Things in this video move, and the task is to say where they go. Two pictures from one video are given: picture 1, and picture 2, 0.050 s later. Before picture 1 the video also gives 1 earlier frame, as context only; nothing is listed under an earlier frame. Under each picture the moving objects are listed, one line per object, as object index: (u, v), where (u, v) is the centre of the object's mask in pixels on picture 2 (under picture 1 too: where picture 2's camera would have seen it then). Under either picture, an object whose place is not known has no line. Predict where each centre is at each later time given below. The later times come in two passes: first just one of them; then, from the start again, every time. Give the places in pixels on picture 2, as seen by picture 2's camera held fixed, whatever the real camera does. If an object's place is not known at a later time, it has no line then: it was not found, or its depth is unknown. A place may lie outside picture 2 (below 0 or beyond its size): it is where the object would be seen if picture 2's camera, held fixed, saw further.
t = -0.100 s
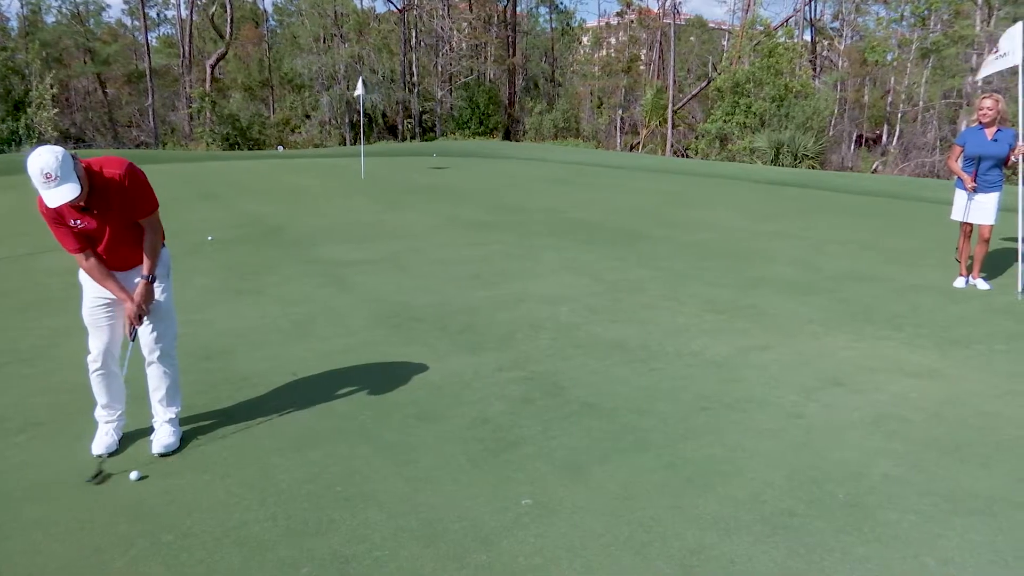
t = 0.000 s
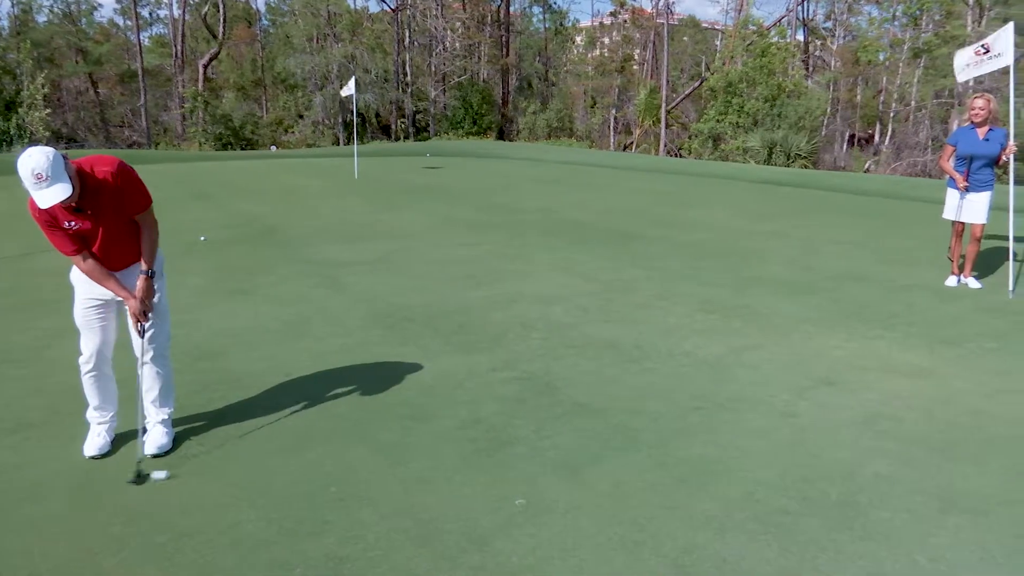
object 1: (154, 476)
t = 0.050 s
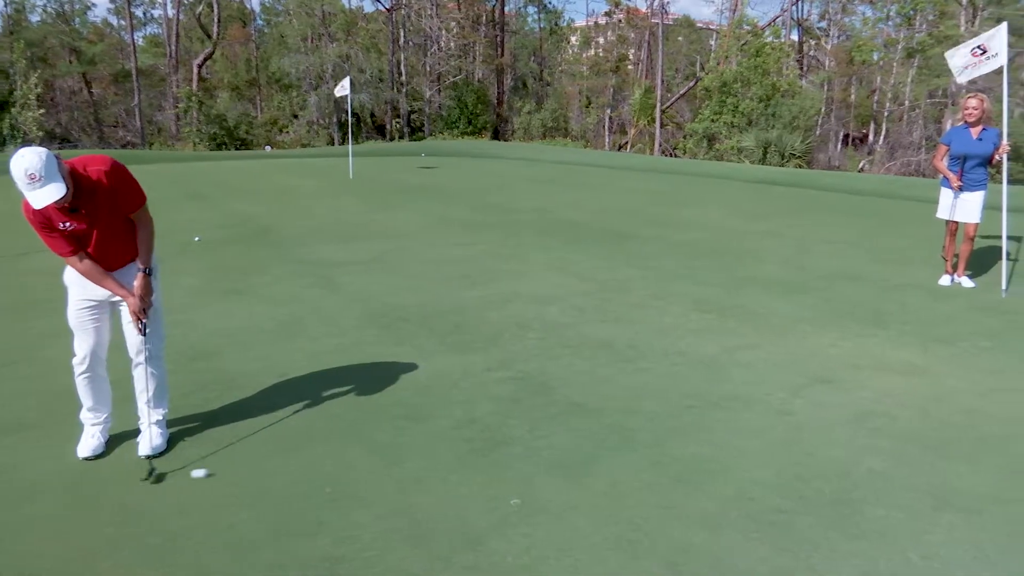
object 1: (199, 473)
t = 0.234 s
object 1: (344, 465)
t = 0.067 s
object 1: (213, 472)
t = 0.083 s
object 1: (228, 472)
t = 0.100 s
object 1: (242, 471)
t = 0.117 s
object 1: (255, 470)
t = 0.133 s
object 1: (269, 469)
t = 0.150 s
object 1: (282, 468)
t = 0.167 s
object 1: (295, 468)
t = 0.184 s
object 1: (307, 467)
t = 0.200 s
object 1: (320, 467)
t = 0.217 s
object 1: (332, 466)
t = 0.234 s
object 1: (344, 465)
